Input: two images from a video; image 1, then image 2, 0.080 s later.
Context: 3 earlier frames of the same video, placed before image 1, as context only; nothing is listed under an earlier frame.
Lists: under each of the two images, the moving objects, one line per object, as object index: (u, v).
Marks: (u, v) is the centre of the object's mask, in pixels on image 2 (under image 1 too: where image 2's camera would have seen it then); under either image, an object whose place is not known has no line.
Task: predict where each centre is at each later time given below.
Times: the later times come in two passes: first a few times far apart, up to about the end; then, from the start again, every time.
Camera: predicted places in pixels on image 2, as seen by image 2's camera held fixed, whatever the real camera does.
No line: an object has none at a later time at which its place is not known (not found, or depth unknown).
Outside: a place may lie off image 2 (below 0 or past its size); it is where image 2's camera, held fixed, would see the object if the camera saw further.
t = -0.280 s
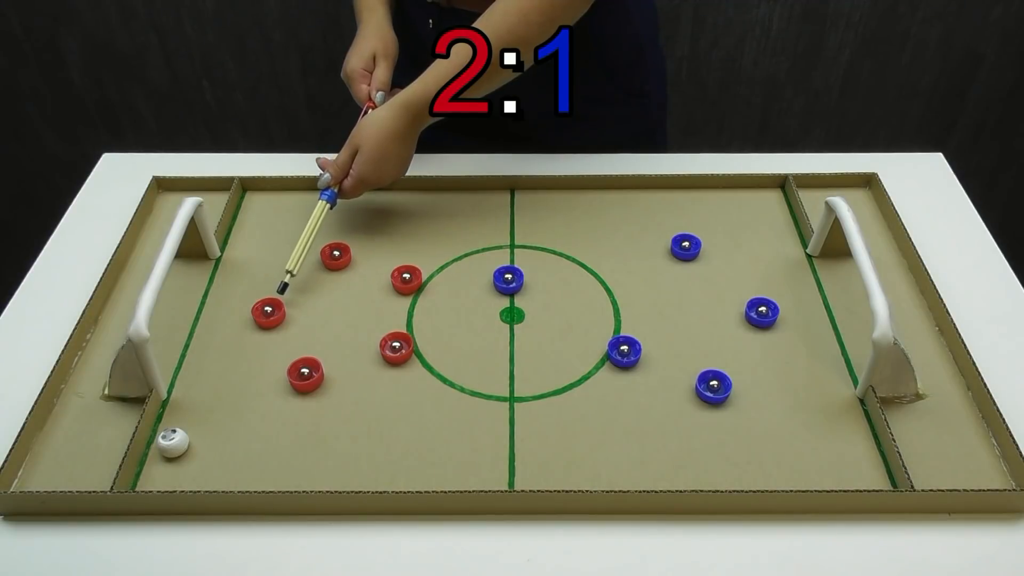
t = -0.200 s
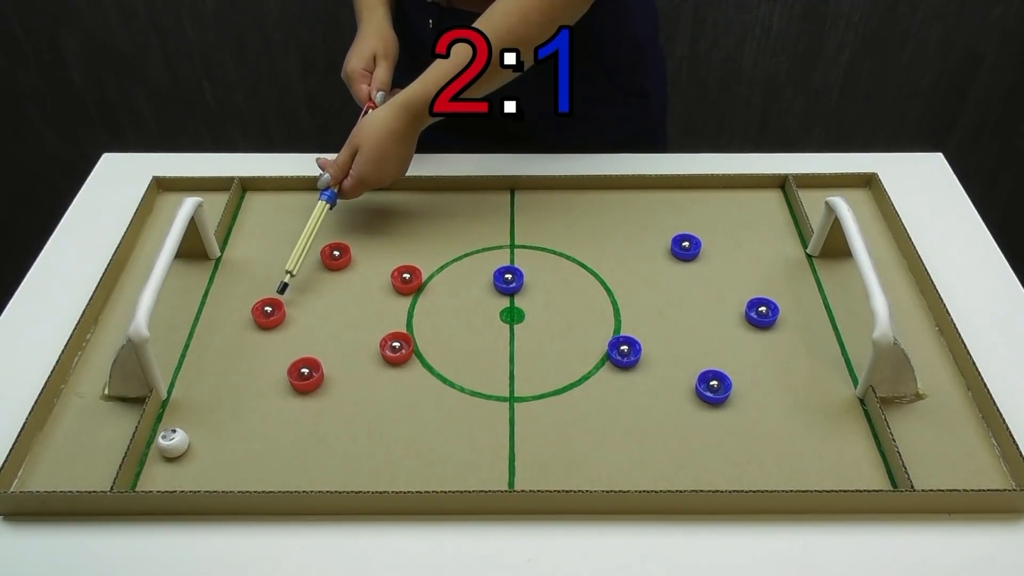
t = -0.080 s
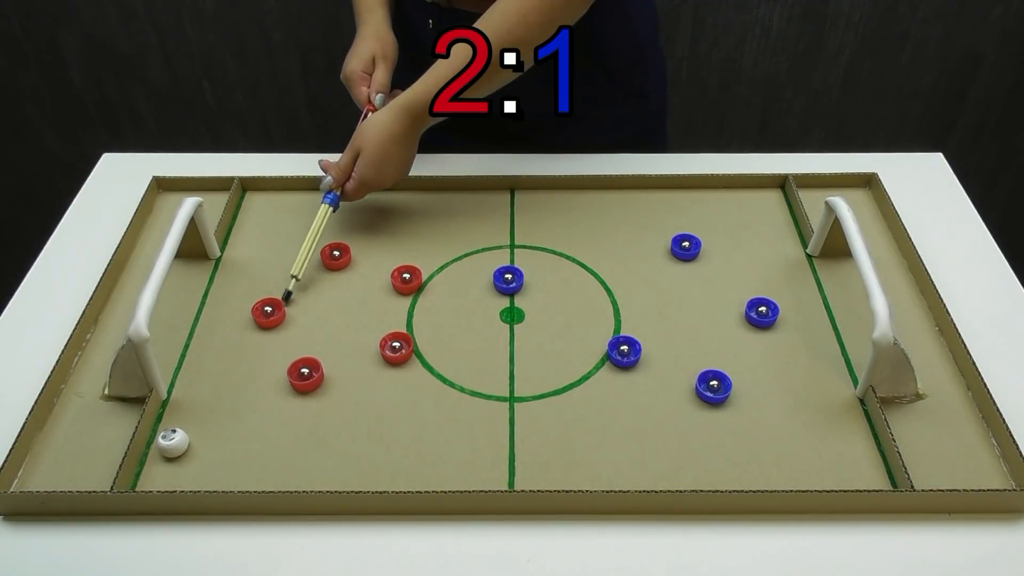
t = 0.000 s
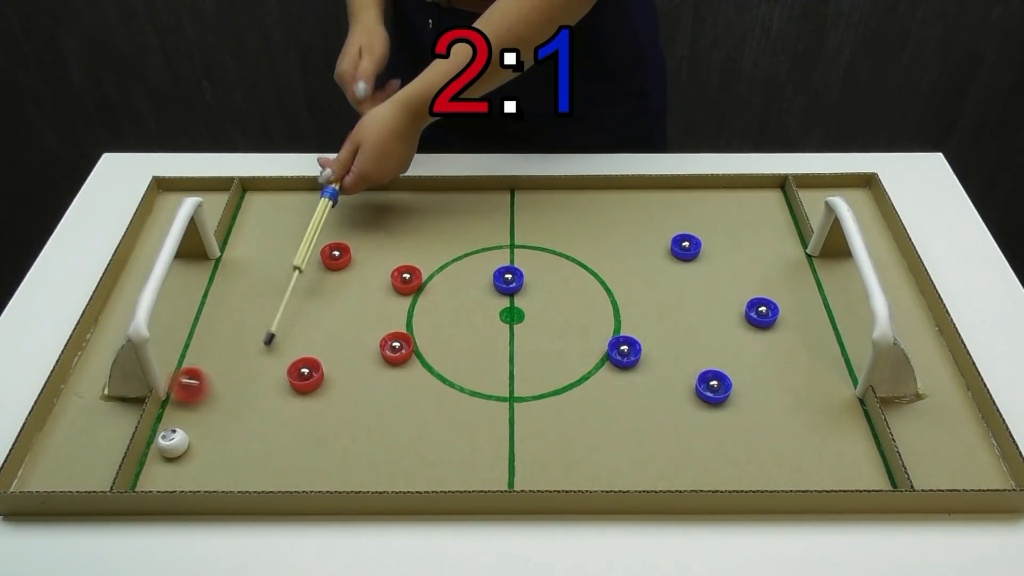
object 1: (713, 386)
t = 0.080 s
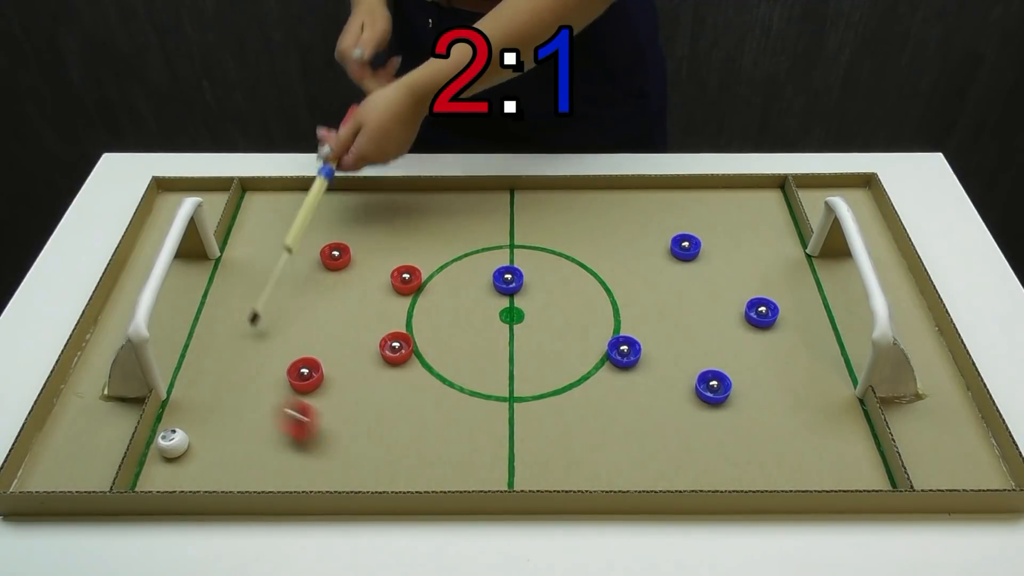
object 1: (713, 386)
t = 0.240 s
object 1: (713, 386)
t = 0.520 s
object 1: (722, 388)
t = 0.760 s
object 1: (725, 385)
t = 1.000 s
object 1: (725, 385)
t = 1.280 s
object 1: (725, 385)
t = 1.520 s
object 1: (725, 385)
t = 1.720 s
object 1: (725, 385)
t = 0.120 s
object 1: (713, 386)
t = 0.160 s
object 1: (713, 386)
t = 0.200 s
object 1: (713, 386)
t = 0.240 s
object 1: (713, 386)
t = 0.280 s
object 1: (713, 386)
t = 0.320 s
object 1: (713, 386)
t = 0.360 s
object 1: (713, 386)
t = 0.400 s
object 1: (713, 386)
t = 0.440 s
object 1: (713, 386)
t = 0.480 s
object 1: (717, 387)
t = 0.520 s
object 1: (722, 388)
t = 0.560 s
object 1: (724, 385)
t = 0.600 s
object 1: (725, 385)
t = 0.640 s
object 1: (724, 385)
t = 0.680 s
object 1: (724, 385)
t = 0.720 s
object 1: (725, 385)
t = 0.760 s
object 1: (725, 385)
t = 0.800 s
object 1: (725, 385)
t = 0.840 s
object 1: (725, 385)
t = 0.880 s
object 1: (725, 385)
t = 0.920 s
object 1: (724, 385)
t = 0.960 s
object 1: (724, 385)
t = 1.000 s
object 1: (725, 385)
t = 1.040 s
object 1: (725, 385)
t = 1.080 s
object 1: (725, 385)
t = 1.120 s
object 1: (725, 385)
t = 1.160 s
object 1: (725, 385)
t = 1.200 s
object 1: (725, 385)
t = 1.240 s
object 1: (725, 385)
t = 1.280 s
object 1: (725, 385)
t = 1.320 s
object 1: (725, 385)
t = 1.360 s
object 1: (725, 385)
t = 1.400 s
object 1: (725, 385)
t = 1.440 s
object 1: (725, 385)
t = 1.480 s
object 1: (725, 385)
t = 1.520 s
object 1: (725, 385)
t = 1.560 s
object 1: (725, 385)
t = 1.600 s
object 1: (725, 385)
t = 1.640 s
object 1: (725, 385)
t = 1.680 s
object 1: (725, 385)
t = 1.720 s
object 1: (725, 385)
